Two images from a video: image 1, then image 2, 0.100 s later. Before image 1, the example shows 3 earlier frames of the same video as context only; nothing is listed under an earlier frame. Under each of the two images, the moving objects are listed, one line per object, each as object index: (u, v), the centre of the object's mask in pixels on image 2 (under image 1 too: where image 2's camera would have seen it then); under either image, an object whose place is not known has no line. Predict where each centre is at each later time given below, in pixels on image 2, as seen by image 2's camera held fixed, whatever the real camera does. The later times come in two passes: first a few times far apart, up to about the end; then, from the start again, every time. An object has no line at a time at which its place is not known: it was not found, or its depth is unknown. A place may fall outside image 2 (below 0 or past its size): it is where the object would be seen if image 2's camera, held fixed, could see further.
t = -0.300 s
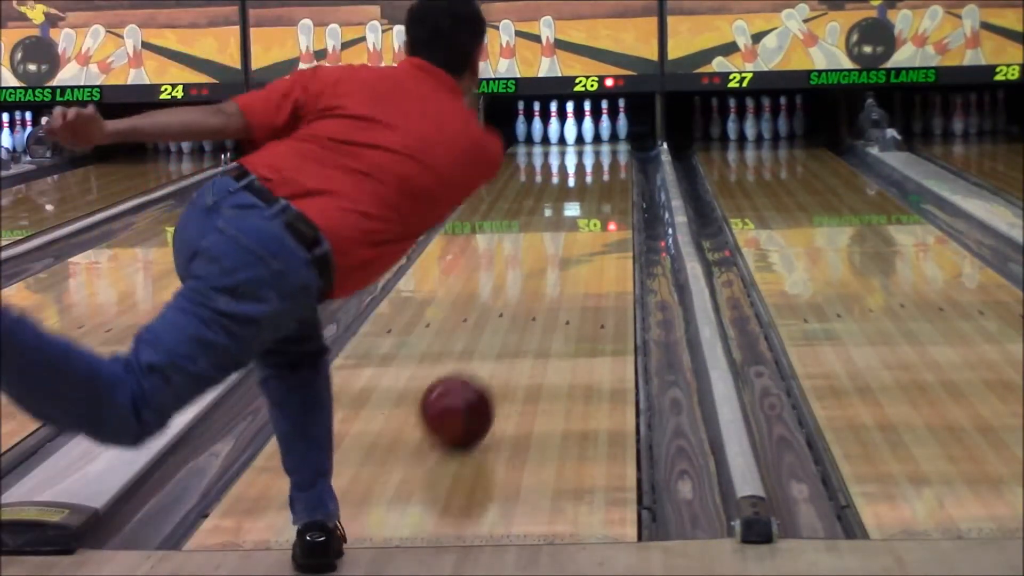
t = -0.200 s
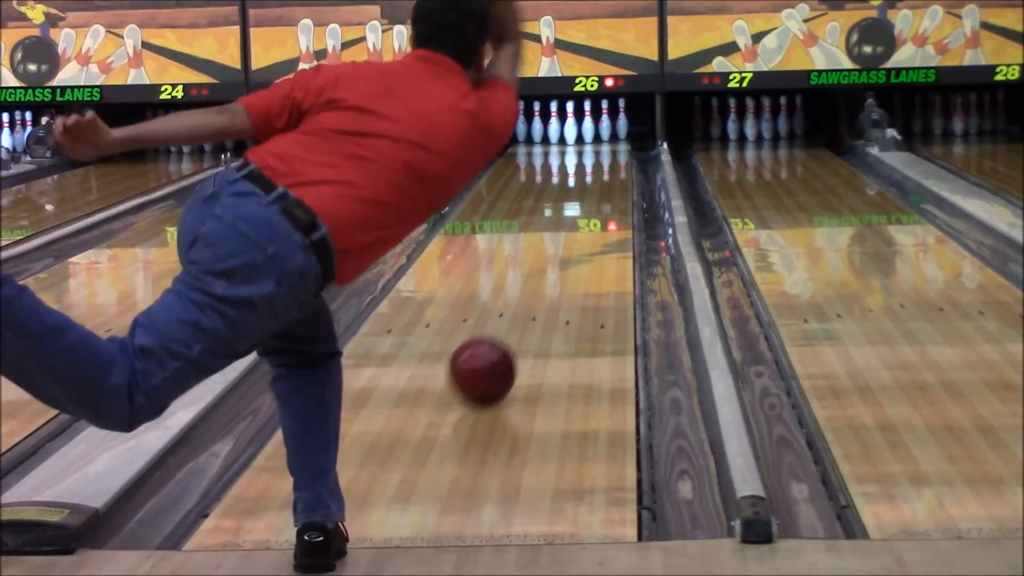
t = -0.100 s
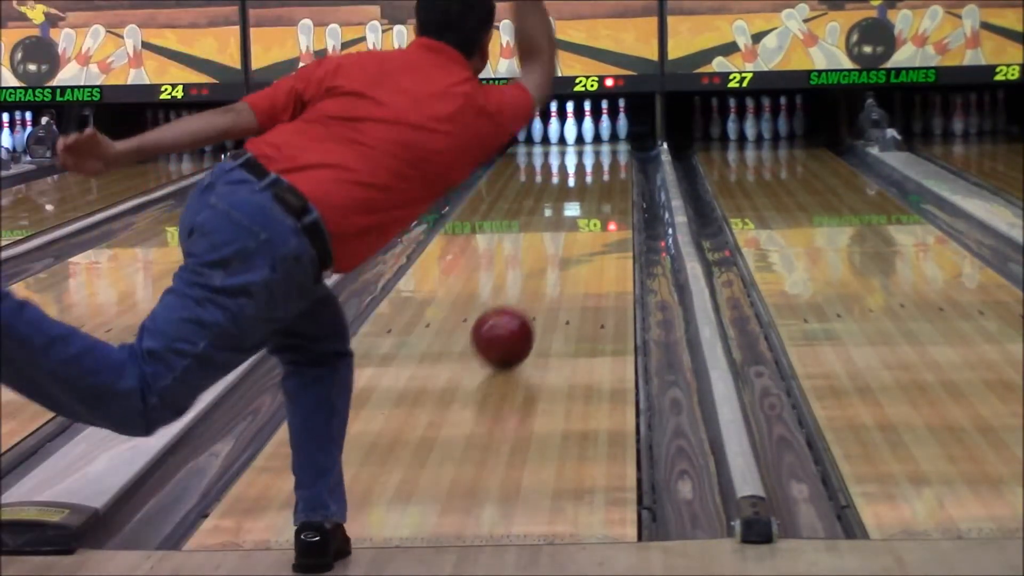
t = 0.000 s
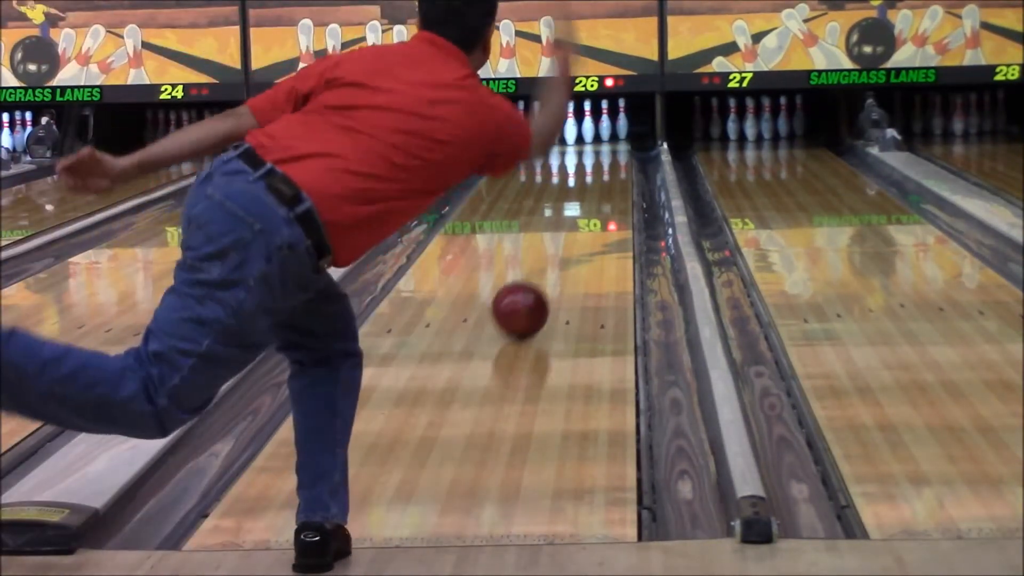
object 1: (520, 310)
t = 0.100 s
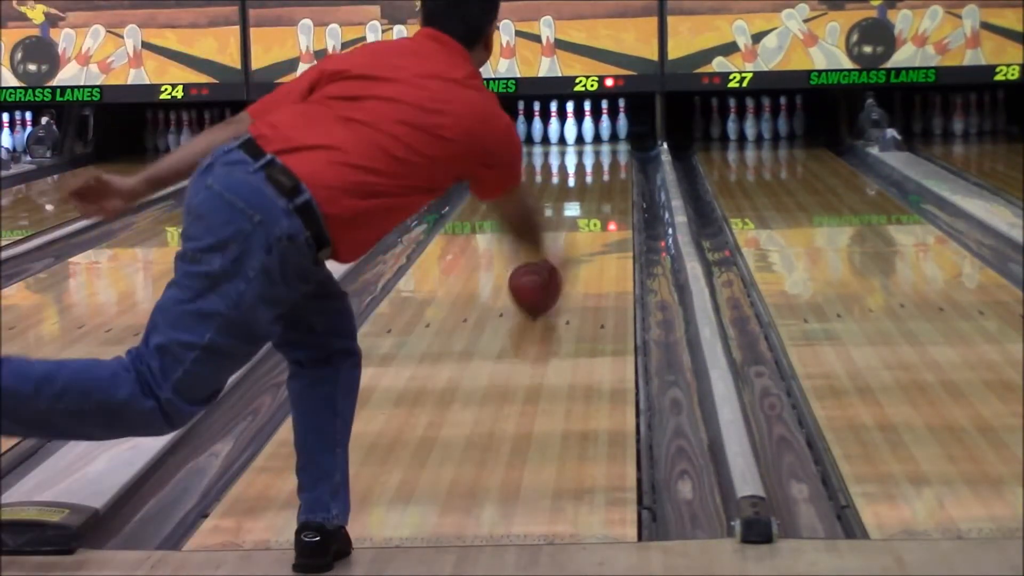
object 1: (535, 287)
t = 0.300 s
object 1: (557, 249)
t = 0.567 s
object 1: (577, 214)
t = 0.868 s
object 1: (591, 184)
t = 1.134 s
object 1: (598, 163)
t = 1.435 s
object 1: (596, 146)
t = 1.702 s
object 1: (583, 135)
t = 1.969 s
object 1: (580, 131)
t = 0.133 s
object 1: (542, 279)
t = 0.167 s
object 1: (543, 272)
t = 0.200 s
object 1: (547, 266)
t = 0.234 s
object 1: (550, 260)
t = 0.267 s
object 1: (554, 255)
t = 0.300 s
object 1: (557, 249)
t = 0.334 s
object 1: (560, 244)
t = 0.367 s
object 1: (563, 240)
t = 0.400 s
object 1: (565, 235)
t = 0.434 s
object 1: (568, 230)
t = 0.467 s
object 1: (570, 225)
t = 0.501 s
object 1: (573, 221)
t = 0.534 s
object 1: (575, 217)
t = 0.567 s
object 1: (577, 214)
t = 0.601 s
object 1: (579, 209)
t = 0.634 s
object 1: (581, 205)
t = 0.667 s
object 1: (583, 201)
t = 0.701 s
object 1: (584, 199)
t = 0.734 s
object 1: (586, 196)
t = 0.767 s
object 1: (587, 192)
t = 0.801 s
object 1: (589, 189)
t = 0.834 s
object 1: (590, 187)
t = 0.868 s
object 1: (591, 184)
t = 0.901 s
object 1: (592, 181)
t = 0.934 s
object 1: (593, 178)
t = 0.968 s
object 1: (594, 175)
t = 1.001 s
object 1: (594, 172)
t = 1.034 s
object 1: (596, 170)
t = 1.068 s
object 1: (596, 168)
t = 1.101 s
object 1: (597, 165)
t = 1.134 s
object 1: (598, 163)
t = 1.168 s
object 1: (598, 161)
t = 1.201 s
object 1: (599, 159)
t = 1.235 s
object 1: (598, 157)
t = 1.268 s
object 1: (599, 155)
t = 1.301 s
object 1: (599, 154)
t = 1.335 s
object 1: (598, 152)
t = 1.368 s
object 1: (597, 150)
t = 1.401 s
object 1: (597, 148)
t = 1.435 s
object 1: (596, 146)
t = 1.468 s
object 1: (595, 145)
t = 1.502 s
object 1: (593, 144)
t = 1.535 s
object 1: (591, 142)
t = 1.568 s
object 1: (591, 141)
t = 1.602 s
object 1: (589, 140)
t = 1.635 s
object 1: (587, 139)
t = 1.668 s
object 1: (586, 137)
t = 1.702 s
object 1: (583, 135)
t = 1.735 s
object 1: (581, 134)
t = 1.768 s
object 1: (579, 134)
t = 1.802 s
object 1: (579, 133)
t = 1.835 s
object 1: (579, 132)
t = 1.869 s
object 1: (578, 132)
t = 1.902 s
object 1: (578, 132)
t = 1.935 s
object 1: (580, 131)
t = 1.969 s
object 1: (580, 131)
